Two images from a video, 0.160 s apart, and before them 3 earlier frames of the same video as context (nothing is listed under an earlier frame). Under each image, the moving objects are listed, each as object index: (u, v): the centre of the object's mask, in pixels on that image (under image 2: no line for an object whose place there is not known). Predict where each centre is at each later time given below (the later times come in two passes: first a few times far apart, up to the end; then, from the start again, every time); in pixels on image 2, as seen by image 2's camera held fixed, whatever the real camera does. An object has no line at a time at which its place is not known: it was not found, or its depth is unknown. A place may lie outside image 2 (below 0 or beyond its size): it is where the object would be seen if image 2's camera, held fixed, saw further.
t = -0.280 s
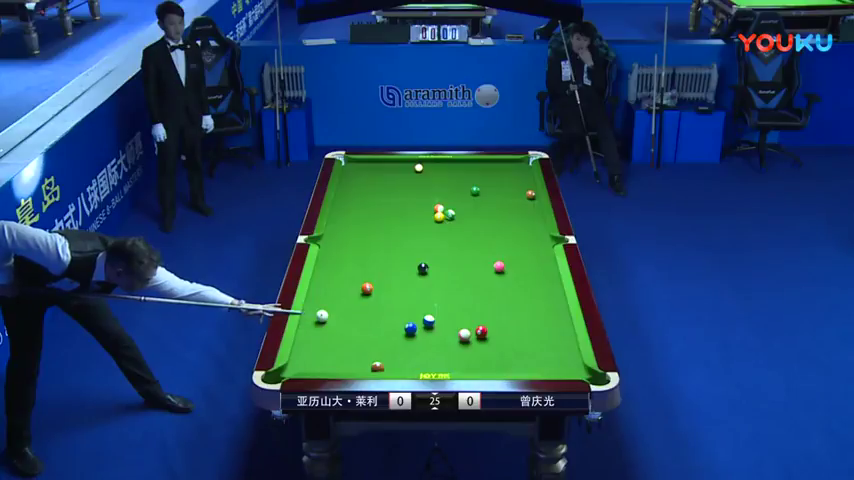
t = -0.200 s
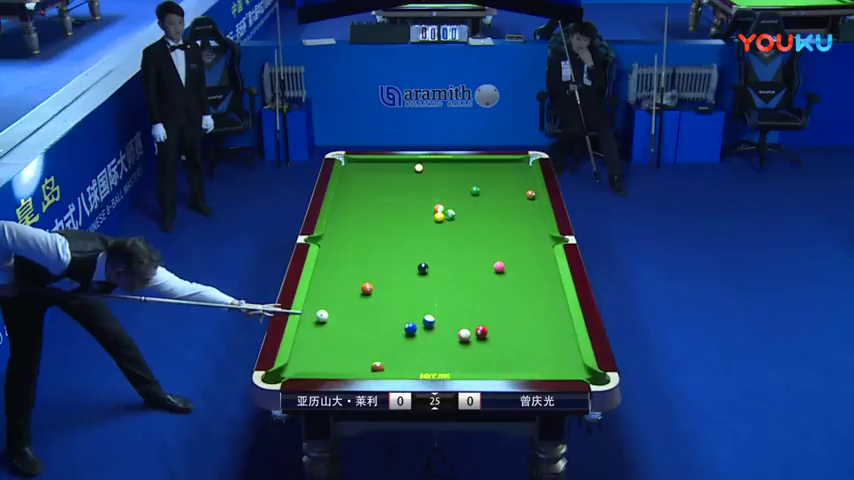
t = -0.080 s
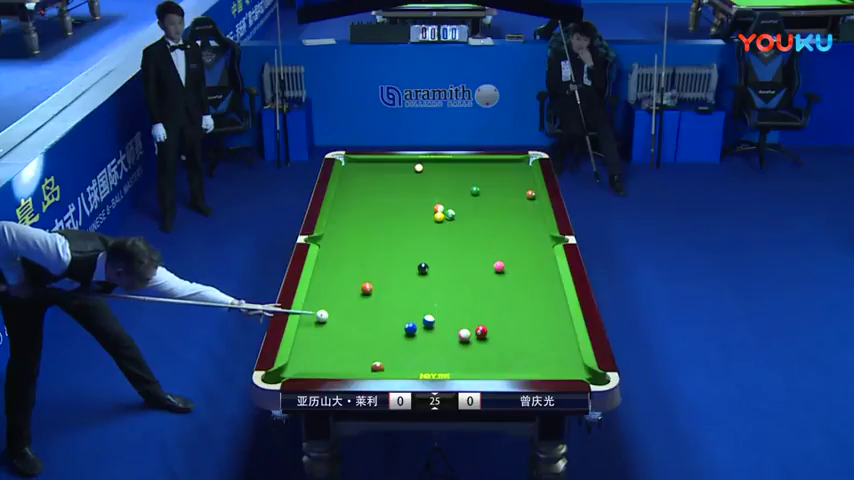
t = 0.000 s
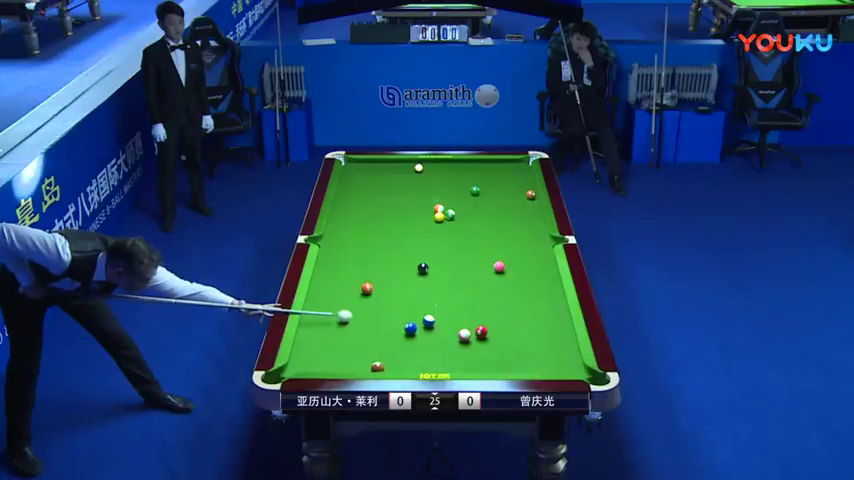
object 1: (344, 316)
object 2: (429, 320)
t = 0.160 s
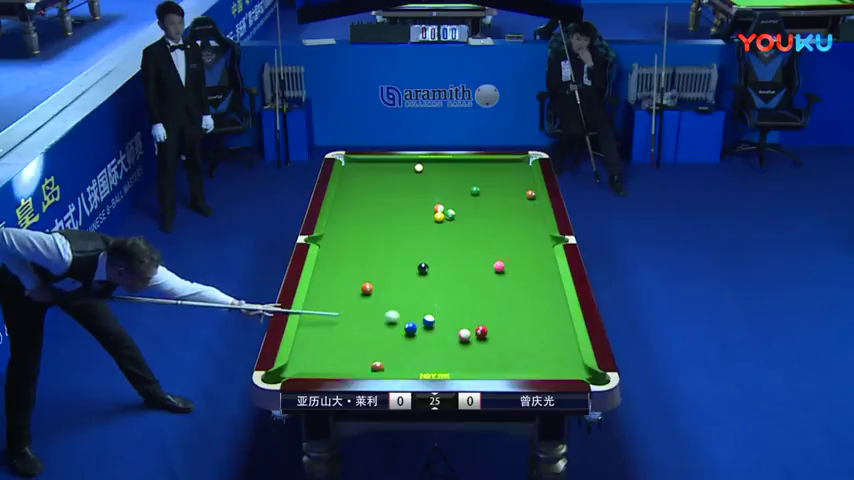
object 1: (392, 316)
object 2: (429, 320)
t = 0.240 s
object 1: (416, 316)
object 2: (429, 320)
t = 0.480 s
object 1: (455, 304)
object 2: (452, 332)
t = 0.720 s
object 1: (493, 293)
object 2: (456, 337)
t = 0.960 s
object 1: (529, 283)
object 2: (460, 341)
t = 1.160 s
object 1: (554, 275)
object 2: (463, 344)
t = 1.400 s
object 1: (530, 268)
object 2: (465, 347)
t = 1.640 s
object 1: (511, 262)
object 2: (467, 350)
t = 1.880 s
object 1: (492, 256)
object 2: (469, 352)
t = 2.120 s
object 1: (475, 251)
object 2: (470, 354)
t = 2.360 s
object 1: (459, 246)
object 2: (472, 355)
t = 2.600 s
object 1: (444, 241)
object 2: (472, 355)
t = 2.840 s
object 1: (430, 237)
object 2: (472, 355)
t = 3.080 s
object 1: (417, 233)
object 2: (472, 355)
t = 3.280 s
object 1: (408, 230)
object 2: (472, 355)
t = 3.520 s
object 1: (397, 227)
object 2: (472, 355)
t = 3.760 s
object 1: (387, 223)
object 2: (472, 354)
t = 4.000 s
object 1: (378, 220)
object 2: (472, 354)
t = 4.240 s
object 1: (370, 218)
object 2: (472, 354)
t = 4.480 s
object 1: (362, 215)
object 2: (472, 354)
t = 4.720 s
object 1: (355, 213)
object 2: (472, 354)
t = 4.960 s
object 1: (349, 211)
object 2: (472, 354)
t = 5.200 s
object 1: (343, 209)
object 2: (472, 354)
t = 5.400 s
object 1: (339, 208)
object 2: (472, 354)
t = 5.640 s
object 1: (335, 207)
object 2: (472, 354)
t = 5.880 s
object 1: (338, 206)
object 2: (472, 354)
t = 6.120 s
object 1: (340, 206)
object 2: (472, 354)
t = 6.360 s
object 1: (341, 206)
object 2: (472, 354)
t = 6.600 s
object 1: (341, 206)
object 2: (472, 354)
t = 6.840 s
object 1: (341, 206)
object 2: (472, 354)
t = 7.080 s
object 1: (342, 206)
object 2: (472, 354)
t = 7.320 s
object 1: (342, 206)
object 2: (472, 354)
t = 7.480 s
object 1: (342, 206)
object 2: (472, 354)
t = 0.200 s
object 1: (403, 316)
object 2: (429, 320)
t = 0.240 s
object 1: (416, 316)
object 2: (429, 320)
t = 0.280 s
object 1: (423, 314)
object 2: (433, 322)
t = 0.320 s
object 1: (429, 312)
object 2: (439, 325)
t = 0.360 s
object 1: (435, 310)
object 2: (444, 328)
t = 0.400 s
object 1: (442, 308)
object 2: (449, 330)
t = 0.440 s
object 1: (448, 306)
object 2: (452, 331)
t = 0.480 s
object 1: (455, 304)
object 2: (452, 332)
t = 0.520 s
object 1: (462, 302)
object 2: (453, 333)
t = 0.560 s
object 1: (468, 300)
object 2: (454, 333)
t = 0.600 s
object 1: (475, 298)
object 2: (455, 334)
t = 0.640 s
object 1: (481, 297)
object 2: (455, 335)
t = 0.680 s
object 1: (487, 295)
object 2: (456, 336)
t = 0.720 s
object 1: (493, 293)
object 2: (456, 337)
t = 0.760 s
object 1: (499, 291)
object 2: (457, 338)
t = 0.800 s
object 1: (505, 290)
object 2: (458, 338)
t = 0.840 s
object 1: (511, 288)
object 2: (458, 339)
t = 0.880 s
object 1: (517, 286)
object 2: (459, 339)
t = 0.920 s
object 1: (523, 284)
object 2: (459, 340)
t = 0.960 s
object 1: (529, 283)
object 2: (460, 341)
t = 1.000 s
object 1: (534, 281)
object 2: (460, 341)
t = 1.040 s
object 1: (540, 280)
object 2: (461, 342)
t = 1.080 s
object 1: (546, 278)
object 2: (461, 343)
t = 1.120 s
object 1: (551, 277)
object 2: (462, 344)
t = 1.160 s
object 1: (554, 275)
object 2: (463, 344)
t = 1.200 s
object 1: (549, 274)
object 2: (463, 345)
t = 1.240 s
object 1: (545, 273)
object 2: (463, 345)
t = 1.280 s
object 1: (541, 271)
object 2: (464, 346)
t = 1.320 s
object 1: (537, 271)
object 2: (464, 346)
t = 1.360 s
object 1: (533, 269)
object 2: (465, 347)
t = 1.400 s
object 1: (530, 268)
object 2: (465, 347)
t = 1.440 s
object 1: (526, 267)
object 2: (466, 348)
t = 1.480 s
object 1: (523, 266)
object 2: (466, 348)
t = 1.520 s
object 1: (520, 265)
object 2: (466, 349)
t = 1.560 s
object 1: (517, 264)
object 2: (466, 349)
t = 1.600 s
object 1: (514, 263)
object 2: (467, 350)
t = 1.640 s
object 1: (511, 262)
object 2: (467, 350)
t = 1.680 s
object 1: (507, 261)
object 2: (468, 350)
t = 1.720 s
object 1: (505, 259)
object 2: (468, 351)
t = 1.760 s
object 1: (501, 258)
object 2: (468, 351)
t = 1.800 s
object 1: (498, 257)
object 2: (469, 352)
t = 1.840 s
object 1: (494, 256)
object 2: (469, 352)
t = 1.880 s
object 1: (492, 256)
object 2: (469, 352)
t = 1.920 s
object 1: (489, 255)
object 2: (469, 352)
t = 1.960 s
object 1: (486, 254)
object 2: (469, 353)
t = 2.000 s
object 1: (483, 253)
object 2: (470, 353)
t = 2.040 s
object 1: (480, 253)
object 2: (470, 353)
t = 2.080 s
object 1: (478, 252)
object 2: (470, 354)
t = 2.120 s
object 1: (475, 251)
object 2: (470, 354)
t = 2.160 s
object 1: (472, 250)
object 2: (471, 354)
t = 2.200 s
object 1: (469, 249)
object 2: (471, 354)
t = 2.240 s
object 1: (467, 248)
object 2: (471, 354)
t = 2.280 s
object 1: (464, 247)
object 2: (471, 354)
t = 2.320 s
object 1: (461, 247)
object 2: (472, 354)
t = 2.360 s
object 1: (459, 246)
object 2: (472, 355)
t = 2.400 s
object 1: (456, 245)
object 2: (472, 355)
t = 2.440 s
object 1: (454, 244)
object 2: (472, 355)
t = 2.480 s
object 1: (451, 244)
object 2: (472, 354)
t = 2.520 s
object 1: (449, 243)
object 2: (472, 355)
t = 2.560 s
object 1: (446, 242)
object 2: (472, 355)
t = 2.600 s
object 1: (444, 241)
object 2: (472, 355)
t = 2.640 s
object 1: (442, 241)
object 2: (472, 355)
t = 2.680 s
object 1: (439, 240)
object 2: (472, 355)
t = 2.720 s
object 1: (437, 239)
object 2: (472, 355)
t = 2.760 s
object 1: (435, 238)
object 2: (472, 355)
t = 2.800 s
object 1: (433, 238)
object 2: (472, 355)
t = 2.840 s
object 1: (430, 237)
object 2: (472, 355)
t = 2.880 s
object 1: (428, 236)
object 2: (472, 355)
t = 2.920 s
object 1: (426, 236)
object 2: (472, 355)
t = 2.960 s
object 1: (424, 235)
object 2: (472, 355)
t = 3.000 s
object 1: (422, 234)
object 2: (472, 355)
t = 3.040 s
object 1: (420, 234)
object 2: (472, 355)
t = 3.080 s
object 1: (417, 233)
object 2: (472, 355)
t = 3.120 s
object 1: (416, 232)
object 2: (472, 355)
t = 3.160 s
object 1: (414, 232)
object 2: (472, 355)
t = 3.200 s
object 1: (412, 231)
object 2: (472, 355)
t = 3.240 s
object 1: (410, 231)
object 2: (472, 355)
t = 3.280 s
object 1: (408, 230)
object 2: (472, 355)
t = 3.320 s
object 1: (406, 229)
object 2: (472, 355)
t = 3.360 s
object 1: (404, 229)
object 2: (472, 355)
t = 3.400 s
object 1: (402, 228)
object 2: (472, 355)
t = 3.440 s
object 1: (401, 228)
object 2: (472, 355)
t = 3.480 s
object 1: (399, 227)
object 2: (472, 355)
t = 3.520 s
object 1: (397, 227)
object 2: (472, 355)
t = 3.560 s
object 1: (395, 226)
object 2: (472, 355)
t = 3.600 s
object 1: (394, 226)
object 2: (472, 355)
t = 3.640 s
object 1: (392, 225)
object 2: (472, 355)
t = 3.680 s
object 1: (390, 224)
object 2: (472, 355)
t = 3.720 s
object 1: (389, 224)
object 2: (472, 355)
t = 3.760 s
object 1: (387, 223)
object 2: (472, 354)
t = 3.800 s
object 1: (386, 223)
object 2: (472, 354)
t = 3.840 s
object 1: (384, 222)
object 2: (472, 355)
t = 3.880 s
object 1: (382, 222)
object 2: (472, 354)
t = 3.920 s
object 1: (381, 221)
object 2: (472, 355)
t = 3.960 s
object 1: (380, 221)
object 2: (472, 354)
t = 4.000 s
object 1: (378, 220)
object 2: (472, 354)
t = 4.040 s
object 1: (376, 220)
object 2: (472, 354)
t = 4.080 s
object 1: (375, 219)
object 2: (472, 354)
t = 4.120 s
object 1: (374, 219)
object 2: (472, 354)
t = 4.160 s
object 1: (373, 219)
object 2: (472, 354)
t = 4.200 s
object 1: (371, 218)
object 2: (472, 354)
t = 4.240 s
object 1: (370, 218)
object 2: (472, 354)
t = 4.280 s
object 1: (368, 217)
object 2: (472, 354)
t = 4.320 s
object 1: (367, 217)
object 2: (472, 354)
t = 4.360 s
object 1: (366, 216)
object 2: (472, 354)
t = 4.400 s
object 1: (364, 216)
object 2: (472, 354)
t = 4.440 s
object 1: (363, 216)
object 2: (472, 354)
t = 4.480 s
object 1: (362, 215)
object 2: (472, 354)
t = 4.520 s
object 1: (361, 215)
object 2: (472, 354)
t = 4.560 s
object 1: (360, 215)
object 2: (472, 354)
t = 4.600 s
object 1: (358, 214)
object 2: (472, 354)
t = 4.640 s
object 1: (357, 214)
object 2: (472, 354)
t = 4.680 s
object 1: (356, 213)
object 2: (472, 354)
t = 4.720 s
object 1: (355, 213)
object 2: (472, 354)
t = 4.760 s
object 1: (354, 213)
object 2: (472, 354)
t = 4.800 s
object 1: (353, 212)
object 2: (472, 354)
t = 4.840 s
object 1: (352, 212)
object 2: (472, 354)
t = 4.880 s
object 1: (351, 212)
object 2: (472, 354)
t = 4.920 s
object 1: (350, 211)
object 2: (472, 354)
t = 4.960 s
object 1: (349, 211)
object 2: (472, 354)
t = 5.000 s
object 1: (348, 211)
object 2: (472, 354)
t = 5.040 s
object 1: (347, 211)
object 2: (472, 354)
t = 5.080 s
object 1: (346, 210)
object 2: (472, 354)
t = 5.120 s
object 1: (345, 210)
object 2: (472, 354)
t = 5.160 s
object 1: (344, 210)
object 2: (472, 354)
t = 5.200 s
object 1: (343, 209)
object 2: (472, 354)
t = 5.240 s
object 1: (342, 209)
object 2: (472, 354)
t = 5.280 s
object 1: (342, 209)
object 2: (472, 354)
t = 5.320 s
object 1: (341, 209)
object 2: (472, 354)
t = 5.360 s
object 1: (340, 208)
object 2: (472, 354)
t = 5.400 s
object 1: (339, 208)
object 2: (472, 354)
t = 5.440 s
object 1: (338, 208)
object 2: (472, 354)
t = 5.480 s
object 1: (338, 208)
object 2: (472, 354)
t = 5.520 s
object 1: (337, 207)
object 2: (472, 354)
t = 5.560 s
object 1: (336, 207)
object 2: (472, 354)
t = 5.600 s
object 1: (335, 207)
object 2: (472, 354)
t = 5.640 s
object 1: (335, 207)
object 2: (472, 354)
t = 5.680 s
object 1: (335, 207)
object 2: (472, 354)
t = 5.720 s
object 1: (336, 207)
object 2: (472, 354)
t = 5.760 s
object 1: (336, 207)
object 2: (472, 354)
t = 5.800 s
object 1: (337, 207)
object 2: (472, 354)
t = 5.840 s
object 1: (337, 206)
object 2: (472, 354)
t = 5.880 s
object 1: (338, 206)
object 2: (472, 354)
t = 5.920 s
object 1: (338, 206)
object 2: (472, 354)
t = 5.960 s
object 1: (338, 206)
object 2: (472, 354)
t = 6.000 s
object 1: (339, 206)
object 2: (472, 354)
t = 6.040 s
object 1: (339, 206)
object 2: (472, 354)
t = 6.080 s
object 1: (339, 206)
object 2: (472, 354)
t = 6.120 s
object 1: (340, 206)
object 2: (472, 354)
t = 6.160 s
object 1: (340, 206)
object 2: (472, 354)
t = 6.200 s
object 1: (340, 206)
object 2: (472, 354)
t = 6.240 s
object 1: (340, 206)
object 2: (472, 354)
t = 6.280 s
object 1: (340, 206)
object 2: (472, 354)
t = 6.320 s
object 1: (341, 206)
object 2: (472, 354)
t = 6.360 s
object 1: (341, 206)
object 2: (472, 354)
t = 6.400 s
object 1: (341, 206)
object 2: (472, 354)
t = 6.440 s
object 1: (341, 206)
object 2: (472, 354)
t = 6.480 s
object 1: (341, 206)
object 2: (472, 354)
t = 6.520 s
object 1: (341, 206)
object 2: (472, 354)
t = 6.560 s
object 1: (341, 206)
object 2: (472, 354)
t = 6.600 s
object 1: (341, 206)
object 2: (472, 354)
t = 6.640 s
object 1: (341, 206)
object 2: (472, 354)
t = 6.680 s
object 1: (341, 206)
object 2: (472, 354)
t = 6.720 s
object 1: (341, 206)
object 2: (472, 354)
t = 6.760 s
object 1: (342, 206)
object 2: (472, 354)
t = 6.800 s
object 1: (341, 206)
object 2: (472, 354)
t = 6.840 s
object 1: (341, 206)
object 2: (472, 354)
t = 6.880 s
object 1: (342, 206)
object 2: (472, 354)
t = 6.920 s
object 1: (342, 206)
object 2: (472, 354)
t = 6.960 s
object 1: (342, 206)
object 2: (472, 354)
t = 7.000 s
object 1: (342, 206)
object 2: (472, 354)
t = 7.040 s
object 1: (342, 206)
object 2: (472, 354)
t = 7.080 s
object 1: (342, 206)
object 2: (472, 354)
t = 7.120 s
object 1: (342, 206)
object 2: (472, 354)
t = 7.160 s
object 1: (342, 206)
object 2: (472, 354)
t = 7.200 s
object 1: (342, 206)
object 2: (472, 354)
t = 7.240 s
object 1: (342, 206)
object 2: (472, 354)
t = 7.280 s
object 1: (342, 206)
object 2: (472, 354)
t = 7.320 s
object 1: (342, 206)
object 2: (472, 354)
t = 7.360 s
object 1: (342, 206)
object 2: (472, 354)
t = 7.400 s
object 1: (342, 206)
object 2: (472, 354)
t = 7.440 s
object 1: (342, 206)
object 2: (472, 354)
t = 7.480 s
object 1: (342, 206)
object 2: (472, 354)
